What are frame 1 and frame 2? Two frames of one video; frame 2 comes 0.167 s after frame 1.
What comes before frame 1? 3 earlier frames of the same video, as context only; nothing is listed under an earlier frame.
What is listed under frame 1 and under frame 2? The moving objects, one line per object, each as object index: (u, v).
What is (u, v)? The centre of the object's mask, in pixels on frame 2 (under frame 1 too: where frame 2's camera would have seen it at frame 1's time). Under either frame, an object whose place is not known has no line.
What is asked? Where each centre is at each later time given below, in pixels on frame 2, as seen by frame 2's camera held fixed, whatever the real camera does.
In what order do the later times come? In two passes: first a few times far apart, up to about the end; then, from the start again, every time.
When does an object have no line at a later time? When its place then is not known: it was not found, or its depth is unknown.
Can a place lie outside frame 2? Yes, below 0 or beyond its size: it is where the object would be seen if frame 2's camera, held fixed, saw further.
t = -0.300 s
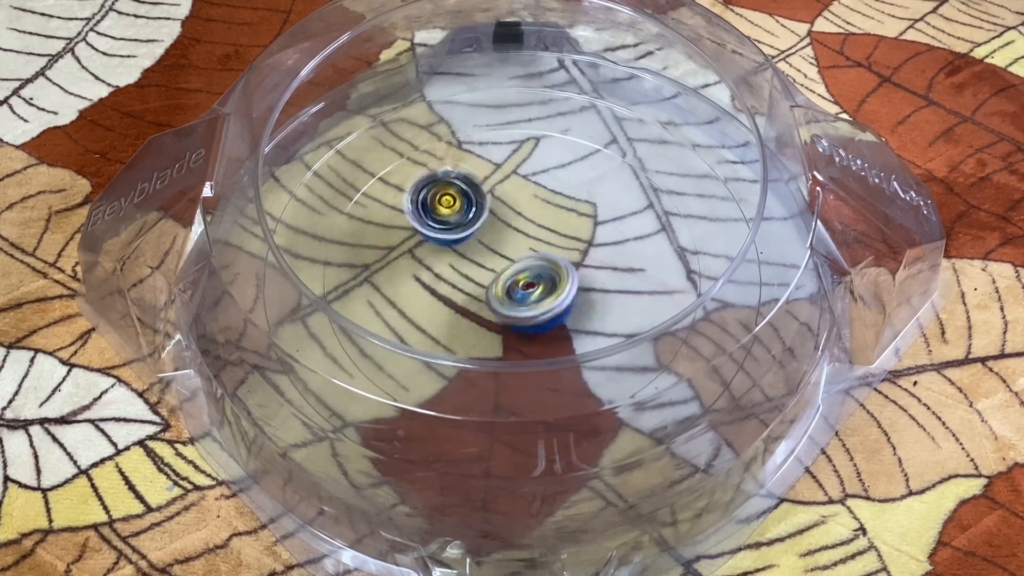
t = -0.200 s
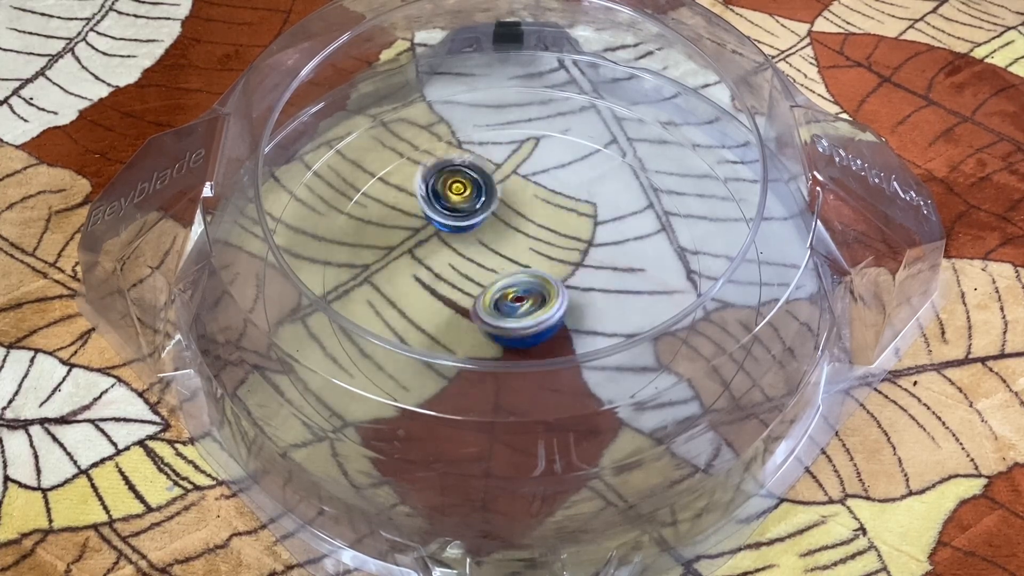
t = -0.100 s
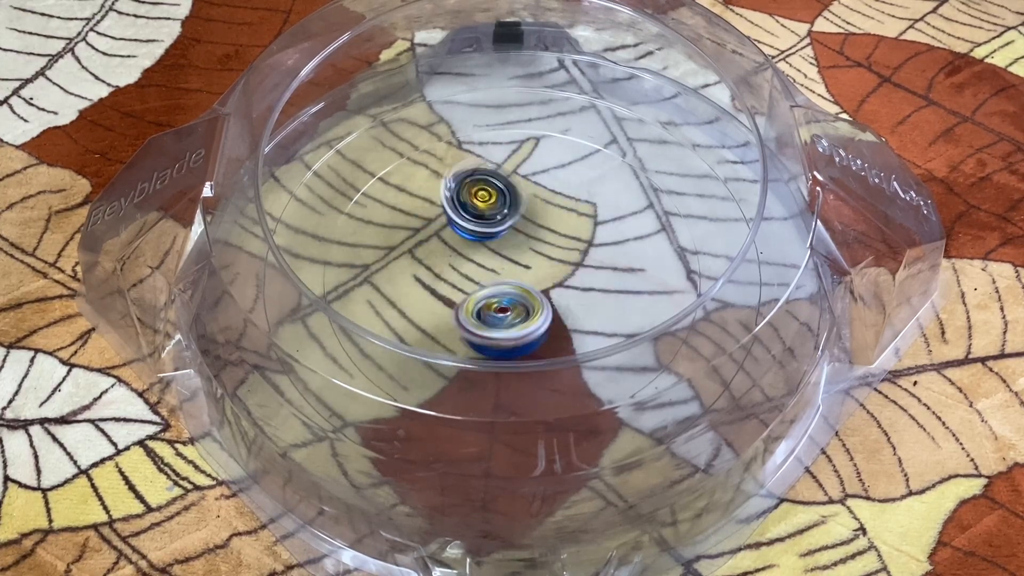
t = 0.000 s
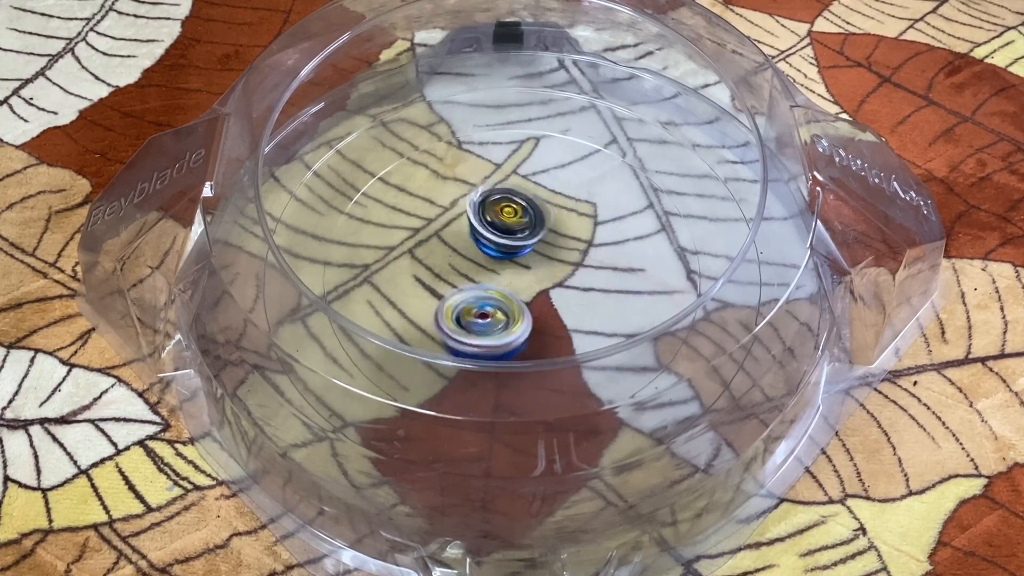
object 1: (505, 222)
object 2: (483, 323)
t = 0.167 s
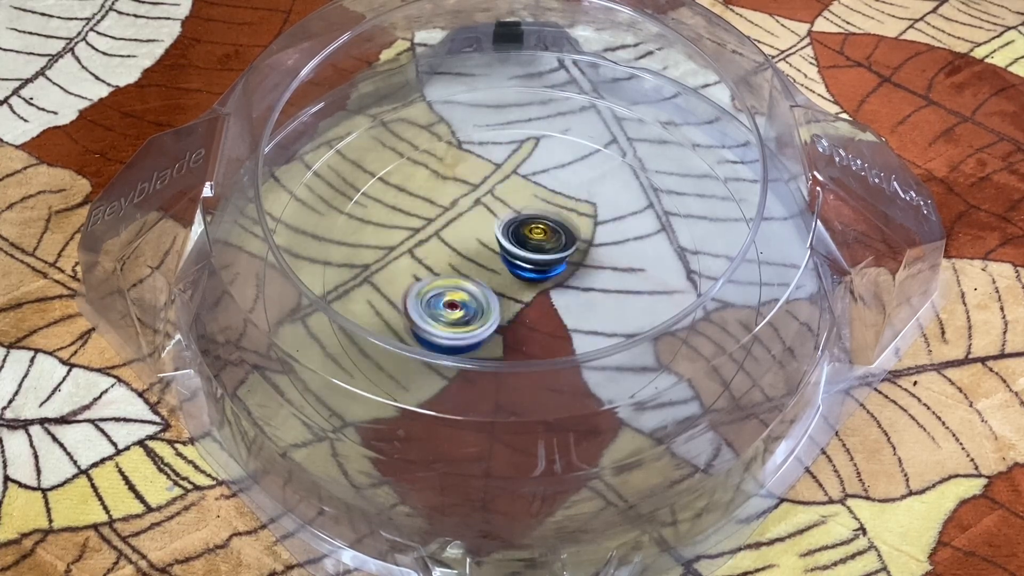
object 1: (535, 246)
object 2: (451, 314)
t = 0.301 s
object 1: (560, 258)
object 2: (446, 291)
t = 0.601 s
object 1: (570, 283)
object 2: (482, 243)
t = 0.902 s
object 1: (496, 288)
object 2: (532, 205)
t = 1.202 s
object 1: (466, 241)
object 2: (560, 243)
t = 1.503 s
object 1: (473, 237)
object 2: (540, 293)
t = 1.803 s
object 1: (500, 236)
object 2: (501, 321)
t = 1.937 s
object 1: (521, 249)
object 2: (478, 315)
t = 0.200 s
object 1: (541, 250)
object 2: (447, 309)
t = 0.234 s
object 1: (548, 253)
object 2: (447, 304)
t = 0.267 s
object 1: (553, 255)
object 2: (446, 297)
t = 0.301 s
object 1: (560, 258)
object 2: (446, 291)
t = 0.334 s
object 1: (565, 261)
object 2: (448, 284)
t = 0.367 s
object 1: (571, 263)
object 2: (449, 278)
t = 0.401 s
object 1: (576, 266)
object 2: (454, 274)
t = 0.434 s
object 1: (580, 269)
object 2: (456, 267)
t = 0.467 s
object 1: (584, 273)
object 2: (460, 262)
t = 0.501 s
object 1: (586, 276)
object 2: (466, 258)
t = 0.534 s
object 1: (583, 279)
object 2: (471, 251)
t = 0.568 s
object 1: (578, 282)
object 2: (474, 247)
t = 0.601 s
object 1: (570, 283)
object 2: (482, 243)
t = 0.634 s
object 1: (560, 284)
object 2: (486, 239)
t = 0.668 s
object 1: (550, 284)
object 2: (490, 234)
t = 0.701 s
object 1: (543, 284)
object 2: (495, 227)
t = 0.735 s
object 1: (541, 287)
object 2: (500, 222)
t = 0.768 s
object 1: (537, 292)
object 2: (505, 220)
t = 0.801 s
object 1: (529, 291)
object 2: (510, 213)
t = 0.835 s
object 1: (520, 291)
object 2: (514, 211)
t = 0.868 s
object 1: (511, 291)
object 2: (522, 208)
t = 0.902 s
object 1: (496, 288)
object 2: (532, 205)
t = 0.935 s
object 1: (490, 282)
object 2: (538, 203)
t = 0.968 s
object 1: (484, 277)
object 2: (541, 205)
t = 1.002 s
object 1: (480, 273)
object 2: (547, 209)
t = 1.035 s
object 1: (476, 267)
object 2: (548, 210)
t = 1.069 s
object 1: (472, 262)
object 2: (552, 218)
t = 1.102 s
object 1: (470, 257)
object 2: (554, 223)
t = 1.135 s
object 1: (469, 250)
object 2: (553, 229)
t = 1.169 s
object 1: (469, 244)
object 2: (555, 235)
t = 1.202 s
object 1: (466, 241)
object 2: (560, 243)
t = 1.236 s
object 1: (464, 238)
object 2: (560, 250)
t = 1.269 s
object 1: (462, 235)
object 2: (559, 258)
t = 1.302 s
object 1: (459, 232)
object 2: (559, 262)
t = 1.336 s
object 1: (456, 230)
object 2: (558, 268)
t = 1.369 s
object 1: (457, 230)
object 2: (558, 274)
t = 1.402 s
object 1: (457, 229)
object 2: (554, 279)
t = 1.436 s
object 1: (462, 230)
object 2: (550, 285)
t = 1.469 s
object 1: (465, 233)
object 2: (545, 290)
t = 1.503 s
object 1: (473, 237)
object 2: (540, 293)
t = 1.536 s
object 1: (480, 239)
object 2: (537, 297)
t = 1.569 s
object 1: (480, 239)
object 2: (533, 301)
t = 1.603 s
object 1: (477, 235)
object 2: (533, 308)
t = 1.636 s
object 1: (478, 231)
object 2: (528, 311)
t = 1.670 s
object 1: (480, 229)
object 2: (524, 315)
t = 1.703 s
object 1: (485, 229)
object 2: (522, 317)
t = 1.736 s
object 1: (489, 228)
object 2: (514, 319)
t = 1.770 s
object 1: (493, 230)
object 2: (509, 321)
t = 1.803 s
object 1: (500, 236)
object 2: (501, 321)
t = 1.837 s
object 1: (506, 240)
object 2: (494, 321)
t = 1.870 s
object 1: (510, 245)
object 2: (490, 318)
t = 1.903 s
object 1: (514, 248)
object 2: (484, 316)
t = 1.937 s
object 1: (521, 249)
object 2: (478, 315)
